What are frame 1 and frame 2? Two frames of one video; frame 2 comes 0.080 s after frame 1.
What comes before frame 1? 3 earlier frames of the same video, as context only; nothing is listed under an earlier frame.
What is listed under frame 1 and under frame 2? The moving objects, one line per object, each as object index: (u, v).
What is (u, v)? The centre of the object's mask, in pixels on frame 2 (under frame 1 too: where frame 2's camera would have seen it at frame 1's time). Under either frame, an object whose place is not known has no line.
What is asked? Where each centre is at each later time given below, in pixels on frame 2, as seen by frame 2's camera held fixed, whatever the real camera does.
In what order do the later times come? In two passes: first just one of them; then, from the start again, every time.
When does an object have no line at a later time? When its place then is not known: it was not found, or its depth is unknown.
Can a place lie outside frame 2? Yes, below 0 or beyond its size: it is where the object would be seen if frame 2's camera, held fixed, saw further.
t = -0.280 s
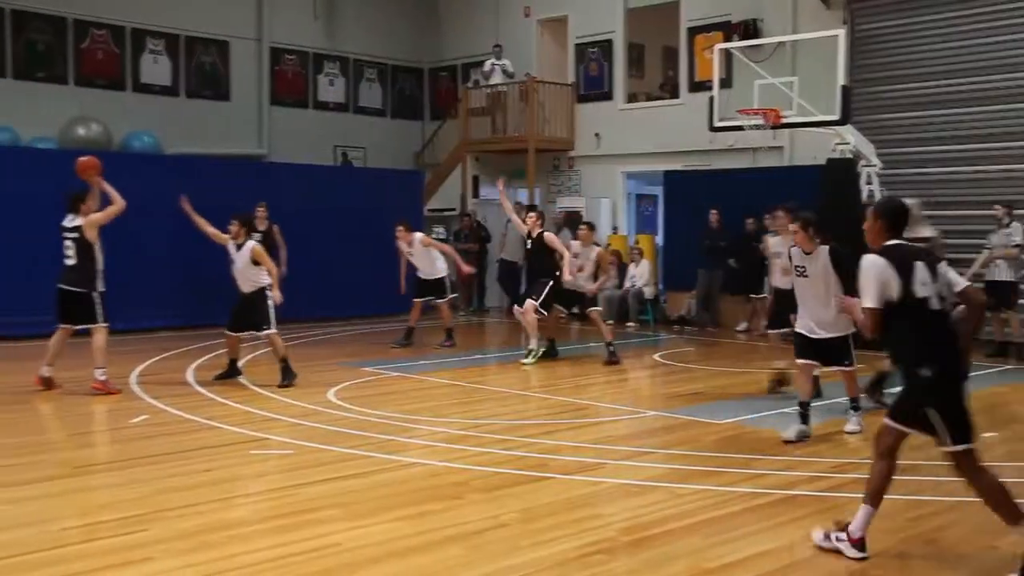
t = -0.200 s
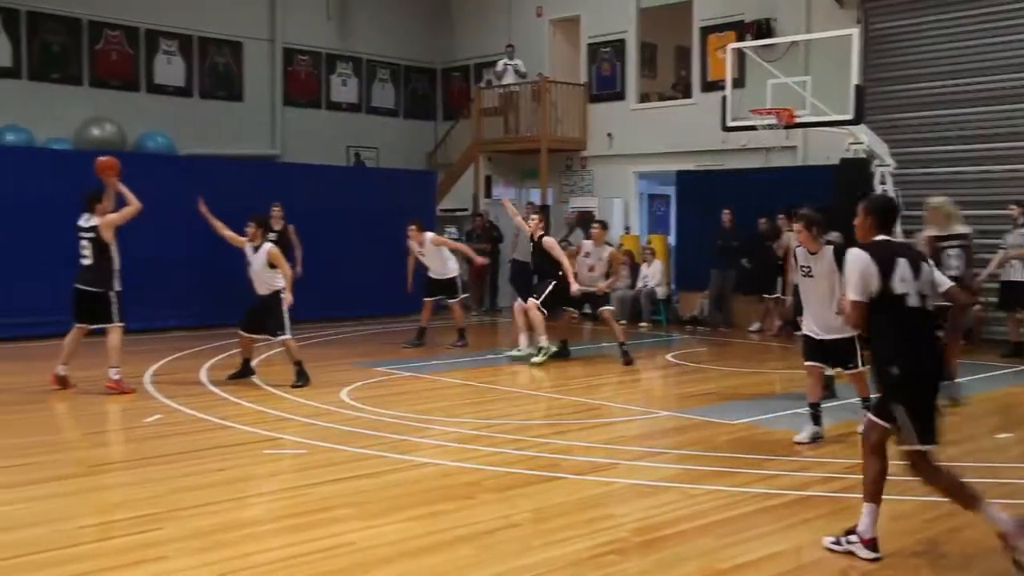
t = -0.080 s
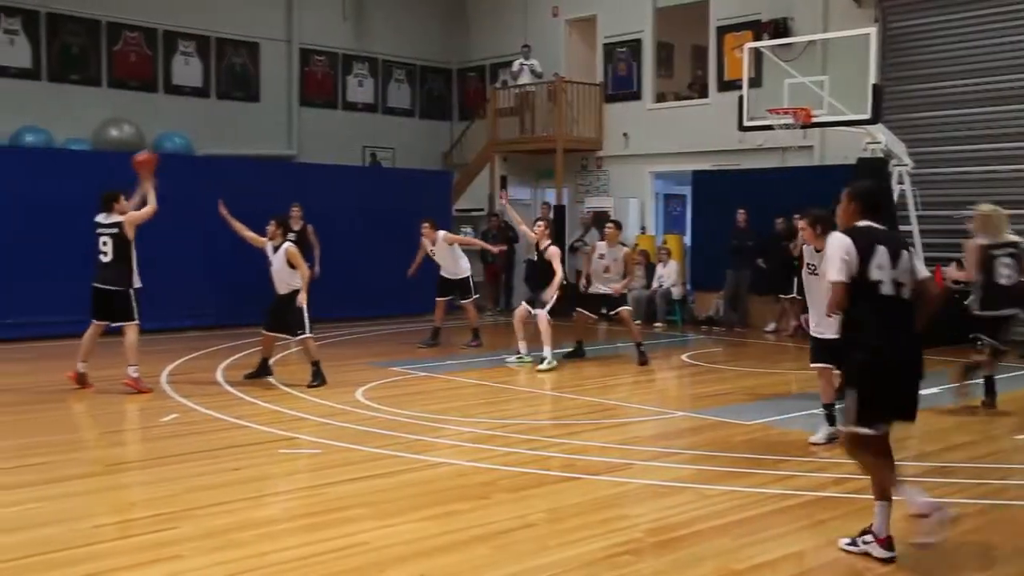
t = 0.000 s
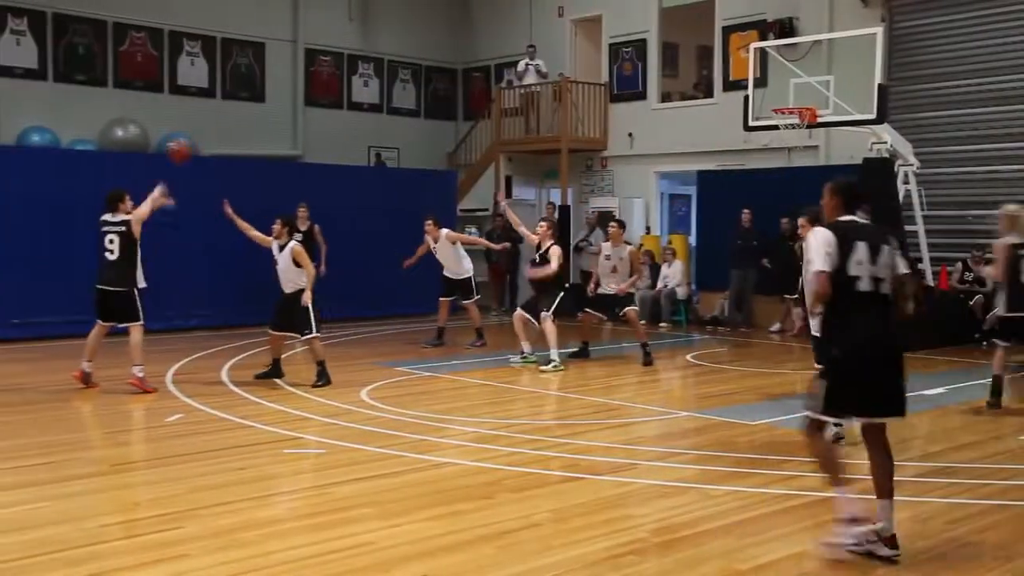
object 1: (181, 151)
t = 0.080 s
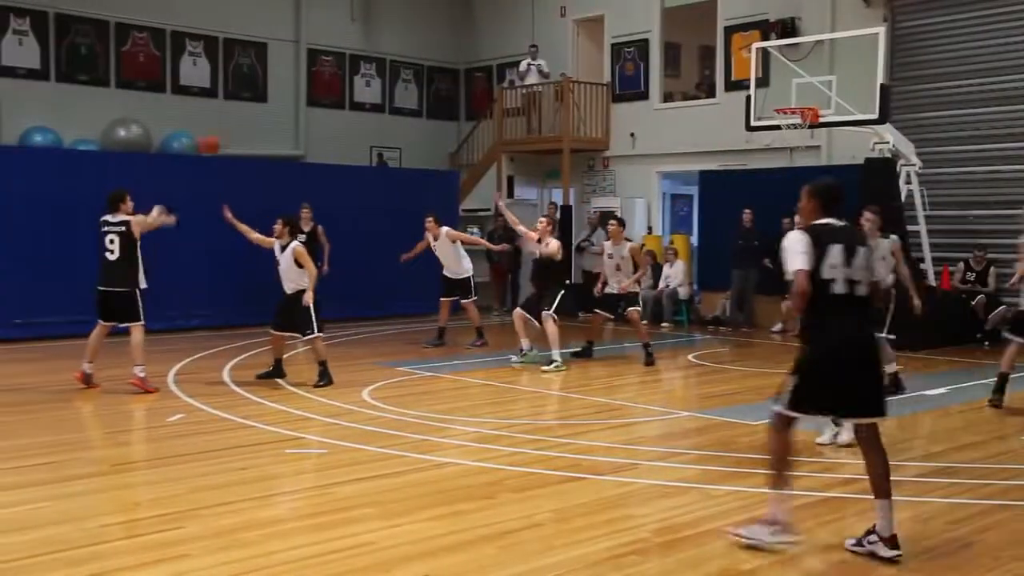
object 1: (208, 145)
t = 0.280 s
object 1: (267, 152)
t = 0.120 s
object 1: (220, 144)
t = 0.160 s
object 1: (233, 145)
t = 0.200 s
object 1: (244, 146)
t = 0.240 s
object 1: (256, 148)
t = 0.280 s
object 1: (267, 152)
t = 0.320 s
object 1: (276, 160)
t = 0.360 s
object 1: (285, 165)
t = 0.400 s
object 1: (295, 171)
